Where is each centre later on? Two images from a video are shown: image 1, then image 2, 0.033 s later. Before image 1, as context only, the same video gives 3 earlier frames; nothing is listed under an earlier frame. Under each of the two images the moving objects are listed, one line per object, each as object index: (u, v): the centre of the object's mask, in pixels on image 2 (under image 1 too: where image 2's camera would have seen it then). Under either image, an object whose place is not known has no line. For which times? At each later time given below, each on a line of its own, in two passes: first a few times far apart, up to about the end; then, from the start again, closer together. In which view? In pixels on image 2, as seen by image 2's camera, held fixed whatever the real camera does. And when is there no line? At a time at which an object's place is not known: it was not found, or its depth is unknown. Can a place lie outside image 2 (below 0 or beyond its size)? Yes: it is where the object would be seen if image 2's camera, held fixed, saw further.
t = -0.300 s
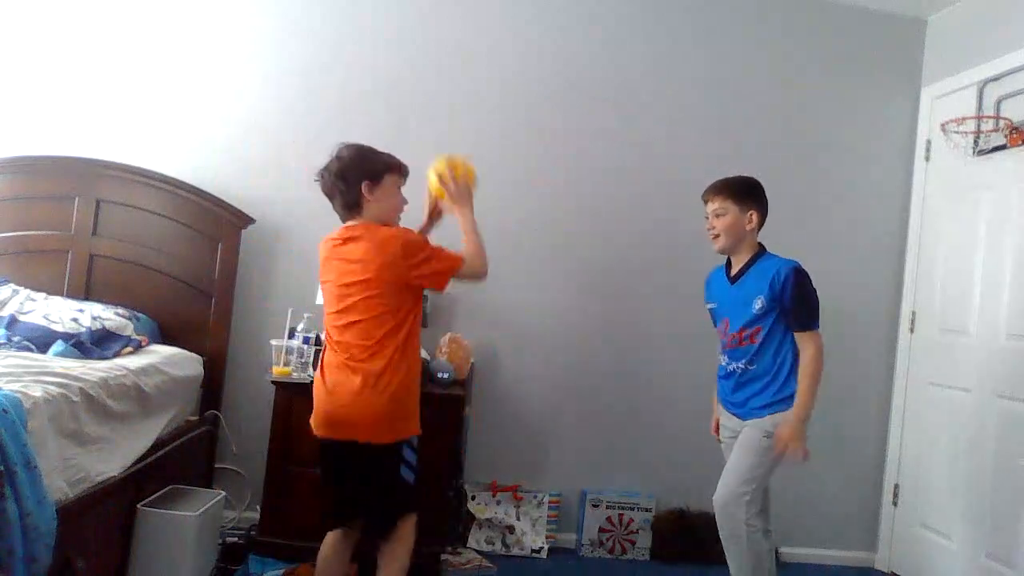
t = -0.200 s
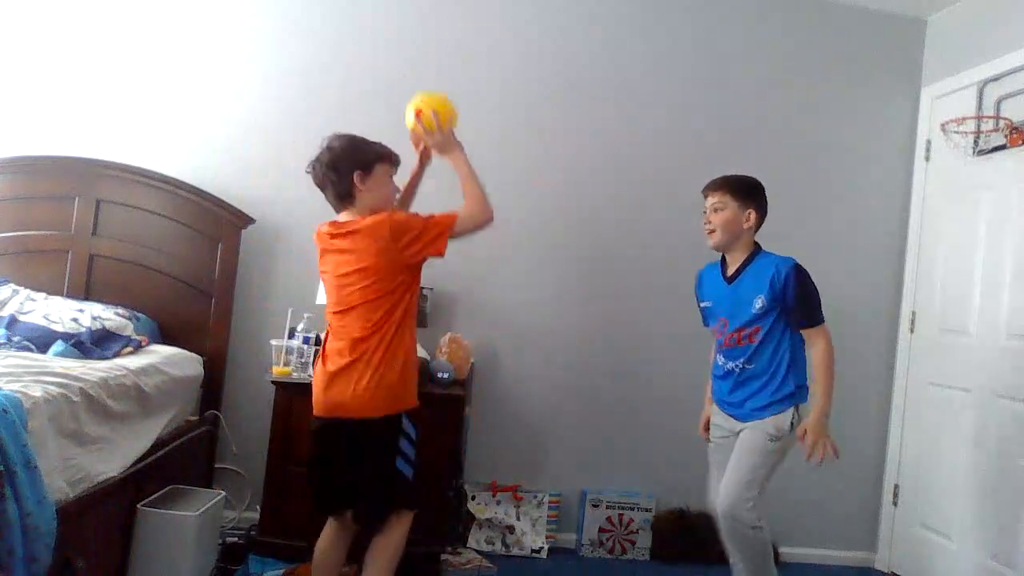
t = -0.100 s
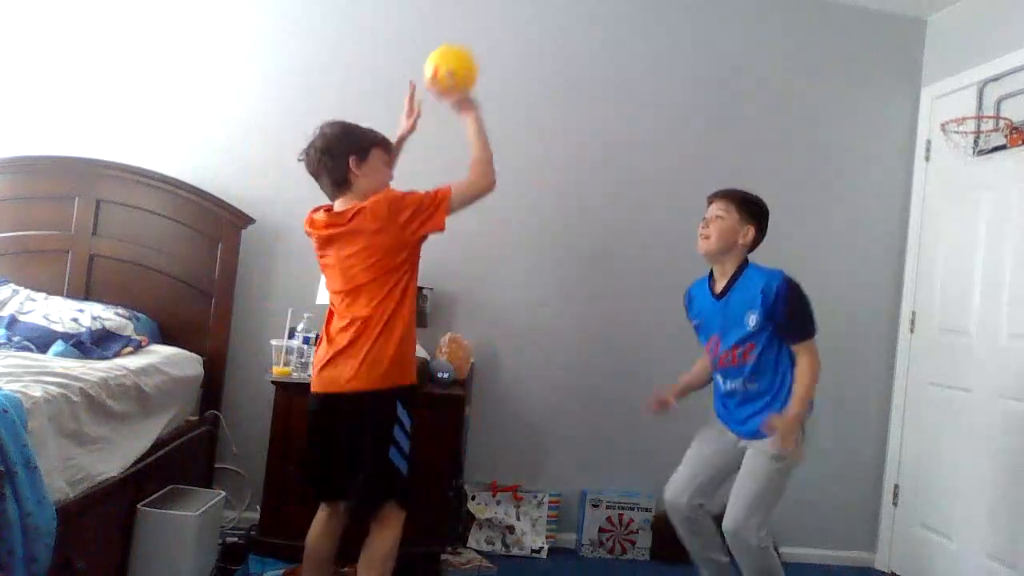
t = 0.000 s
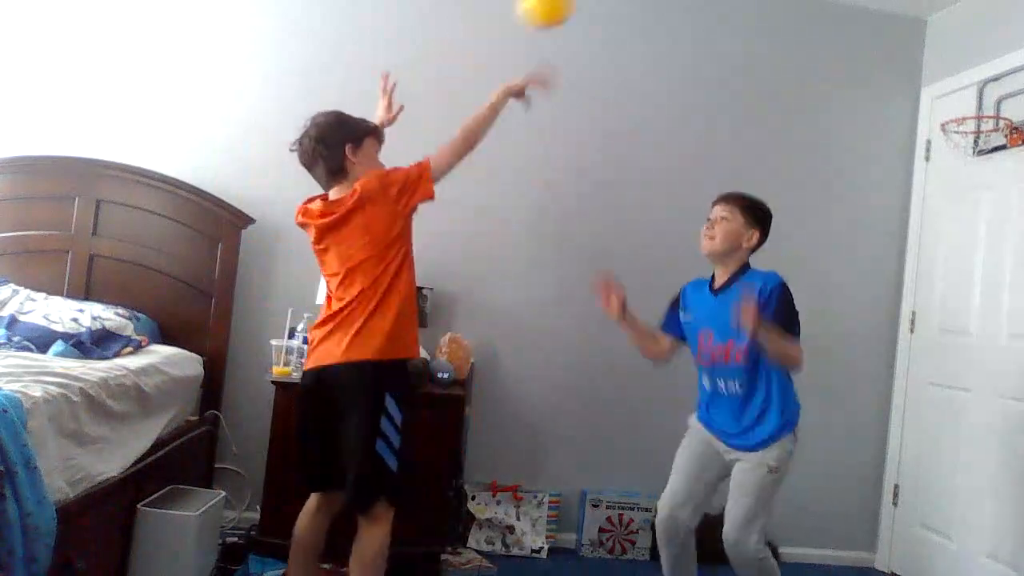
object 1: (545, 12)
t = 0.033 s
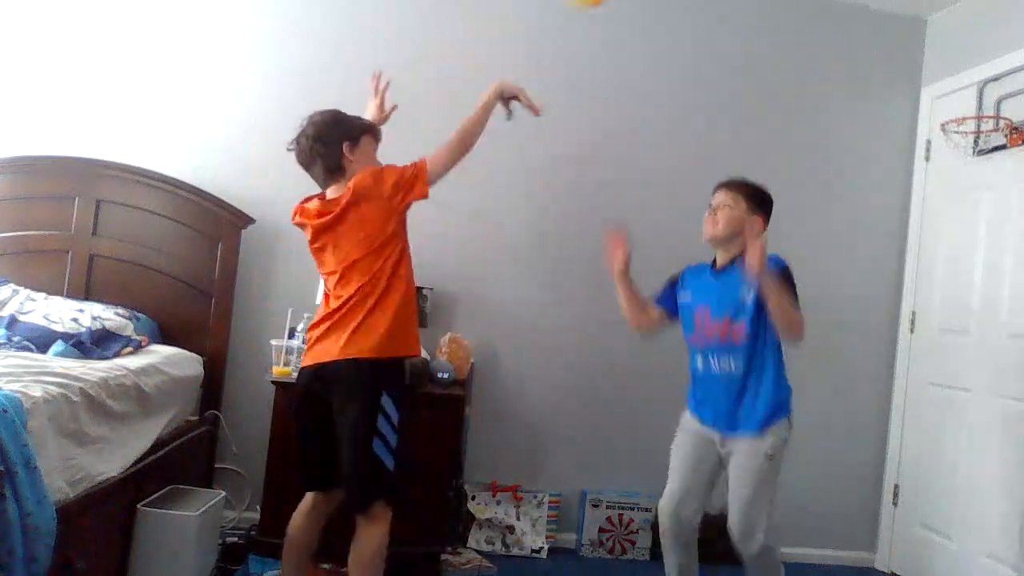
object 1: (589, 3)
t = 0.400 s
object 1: (921, 7)
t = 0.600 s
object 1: (982, 124)
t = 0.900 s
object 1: (860, 275)
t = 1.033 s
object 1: (802, 413)
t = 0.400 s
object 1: (921, 7)
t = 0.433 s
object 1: (943, 16)
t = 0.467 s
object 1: (964, 33)
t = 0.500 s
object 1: (983, 56)
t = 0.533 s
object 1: (1003, 81)
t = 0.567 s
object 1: (1002, 102)
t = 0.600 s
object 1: (982, 124)
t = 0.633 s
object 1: (968, 147)
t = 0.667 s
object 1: (955, 154)
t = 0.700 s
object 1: (942, 162)
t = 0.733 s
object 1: (928, 173)
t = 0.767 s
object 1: (915, 188)
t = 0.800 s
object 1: (902, 206)
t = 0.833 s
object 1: (888, 226)
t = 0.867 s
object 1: (875, 249)
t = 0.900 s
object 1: (860, 275)
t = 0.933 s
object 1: (846, 307)
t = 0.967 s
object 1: (830, 341)
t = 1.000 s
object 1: (815, 376)
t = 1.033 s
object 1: (802, 413)
